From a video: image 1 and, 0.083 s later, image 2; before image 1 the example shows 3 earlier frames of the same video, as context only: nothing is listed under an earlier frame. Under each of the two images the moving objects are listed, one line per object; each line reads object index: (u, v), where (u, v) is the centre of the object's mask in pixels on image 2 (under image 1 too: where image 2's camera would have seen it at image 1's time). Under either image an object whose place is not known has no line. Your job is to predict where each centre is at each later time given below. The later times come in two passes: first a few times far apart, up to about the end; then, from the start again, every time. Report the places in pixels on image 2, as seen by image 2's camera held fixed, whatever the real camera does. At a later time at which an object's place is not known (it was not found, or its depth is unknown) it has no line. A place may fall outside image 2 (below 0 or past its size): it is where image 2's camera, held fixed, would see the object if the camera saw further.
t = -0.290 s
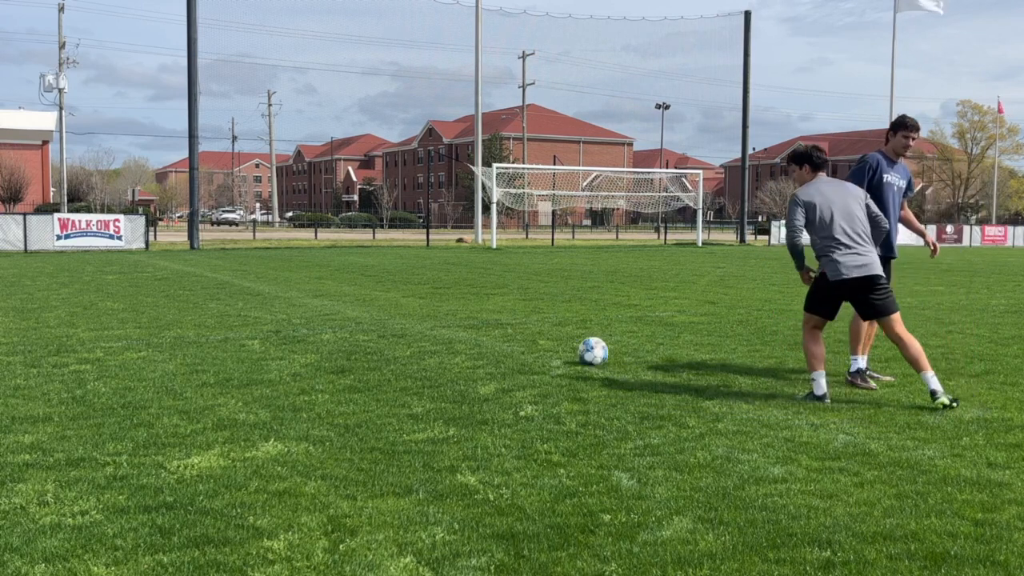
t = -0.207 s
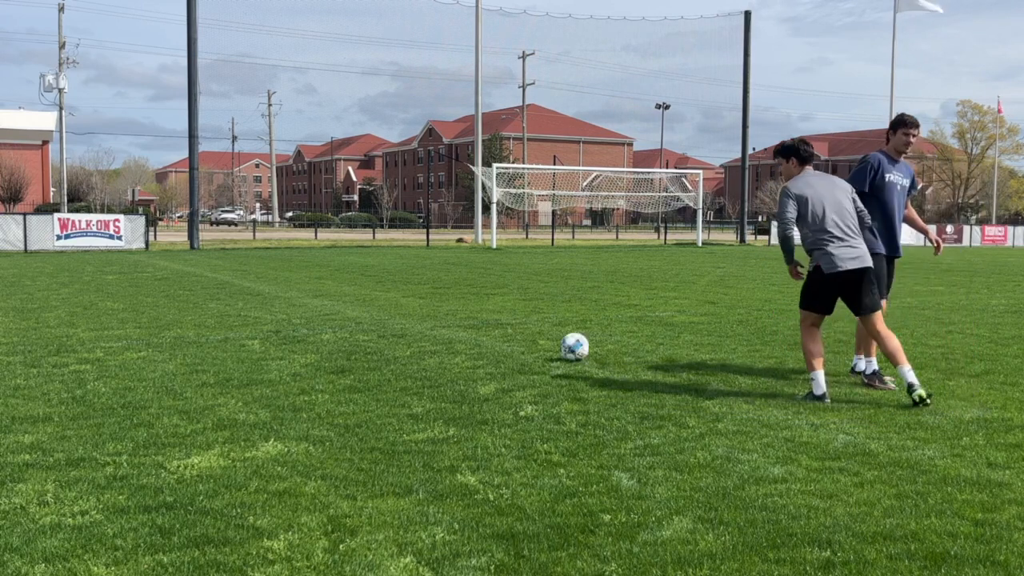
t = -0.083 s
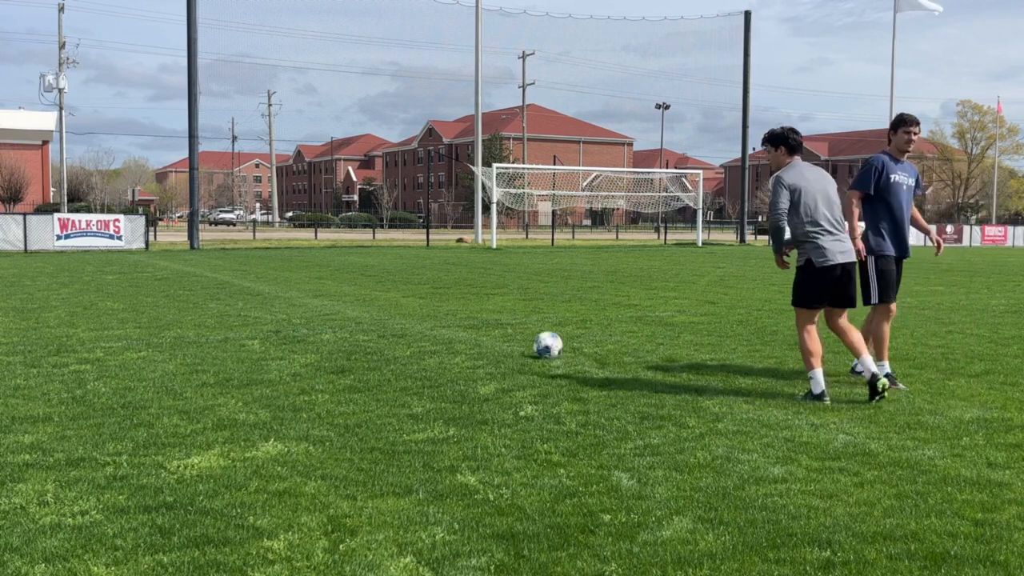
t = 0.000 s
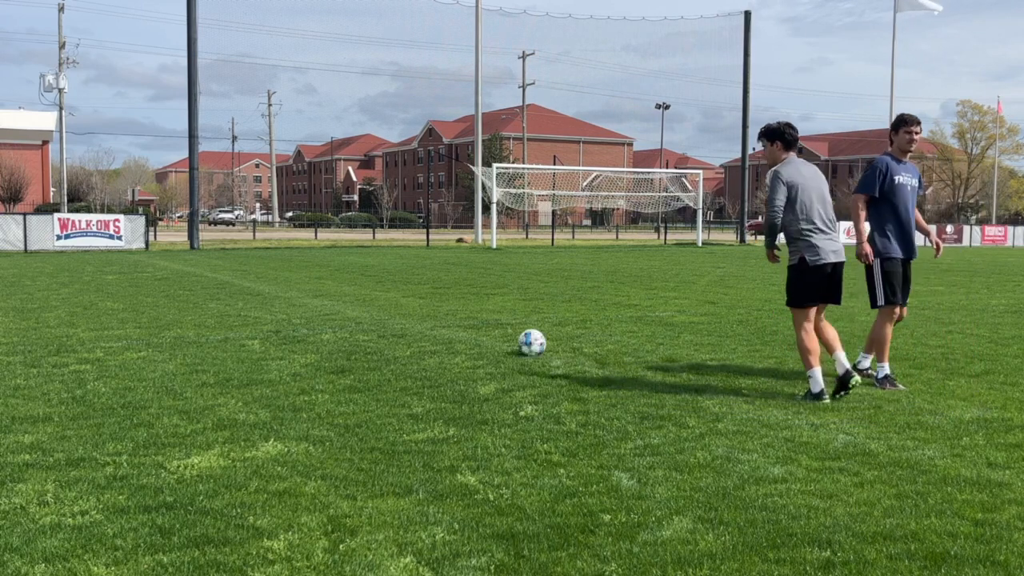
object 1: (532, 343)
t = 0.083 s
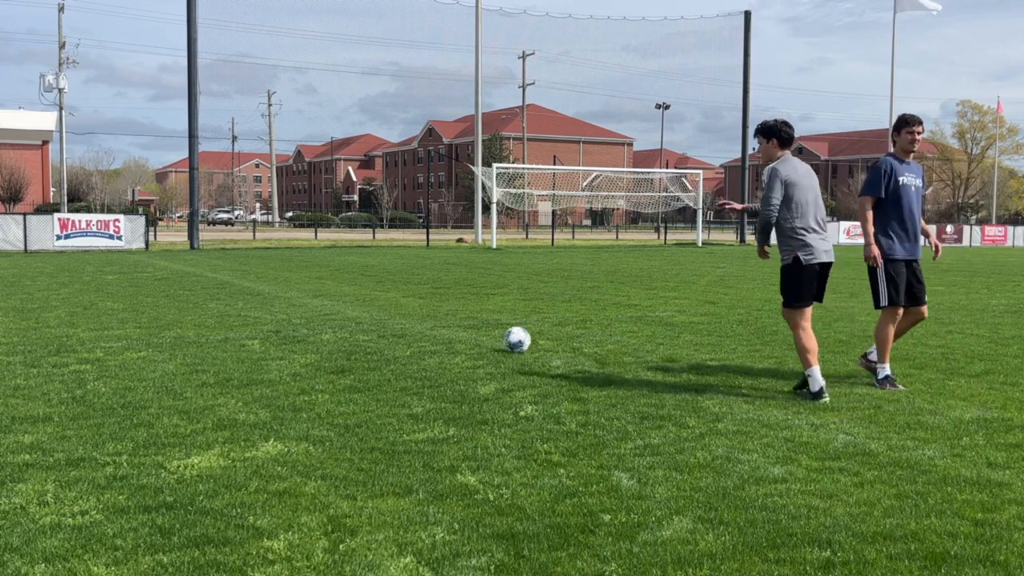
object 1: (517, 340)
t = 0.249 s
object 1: (489, 336)
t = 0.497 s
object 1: (455, 330)
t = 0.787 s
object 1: (421, 327)
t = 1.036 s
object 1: (401, 323)
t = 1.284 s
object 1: (385, 321)
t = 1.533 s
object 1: (374, 319)
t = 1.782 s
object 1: (368, 318)
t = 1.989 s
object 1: (366, 317)
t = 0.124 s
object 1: (510, 339)
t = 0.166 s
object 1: (502, 338)
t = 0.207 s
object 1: (495, 337)
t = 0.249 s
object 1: (489, 336)
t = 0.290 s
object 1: (483, 334)
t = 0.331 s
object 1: (476, 334)
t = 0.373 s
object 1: (471, 333)
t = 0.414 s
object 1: (465, 332)
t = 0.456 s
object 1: (460, 331)
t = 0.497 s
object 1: (455, 330)
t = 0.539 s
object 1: (449, 330)
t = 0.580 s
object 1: (444, 329)
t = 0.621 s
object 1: (439, 329)
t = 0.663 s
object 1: (434, 329)
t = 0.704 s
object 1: (430, 328)
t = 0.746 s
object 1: (425, 327)
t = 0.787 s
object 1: (421, 327)
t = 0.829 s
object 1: (418, 326)
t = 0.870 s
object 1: (414, 325)
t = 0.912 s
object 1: (410, 325)
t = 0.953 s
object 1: (407, 324)
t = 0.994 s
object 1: (404, 323)
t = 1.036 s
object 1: (401, 323)
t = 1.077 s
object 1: (398, 323)
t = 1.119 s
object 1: (395, 323)
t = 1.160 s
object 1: (392, 322)
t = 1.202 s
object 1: (390, 322)
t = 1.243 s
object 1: (387, 322)
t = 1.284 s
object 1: (385, 321)
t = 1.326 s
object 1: (383, 321)
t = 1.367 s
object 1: (381, 320)
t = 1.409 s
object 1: (379, 320)
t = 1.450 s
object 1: (377, 320)
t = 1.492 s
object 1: (375, 319)
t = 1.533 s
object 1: (374, 319)
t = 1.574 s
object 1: (372, 319)
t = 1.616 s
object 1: (371, 319)
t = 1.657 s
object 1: (370, 318)
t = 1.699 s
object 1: (370, 318)
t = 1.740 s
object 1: (369, 318)
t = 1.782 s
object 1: (368, 318)
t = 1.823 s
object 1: (368, 318)
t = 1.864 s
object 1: (367, 318)
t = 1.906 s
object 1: (367, 317)
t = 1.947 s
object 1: (366, 317)
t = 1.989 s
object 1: (366, 317)
